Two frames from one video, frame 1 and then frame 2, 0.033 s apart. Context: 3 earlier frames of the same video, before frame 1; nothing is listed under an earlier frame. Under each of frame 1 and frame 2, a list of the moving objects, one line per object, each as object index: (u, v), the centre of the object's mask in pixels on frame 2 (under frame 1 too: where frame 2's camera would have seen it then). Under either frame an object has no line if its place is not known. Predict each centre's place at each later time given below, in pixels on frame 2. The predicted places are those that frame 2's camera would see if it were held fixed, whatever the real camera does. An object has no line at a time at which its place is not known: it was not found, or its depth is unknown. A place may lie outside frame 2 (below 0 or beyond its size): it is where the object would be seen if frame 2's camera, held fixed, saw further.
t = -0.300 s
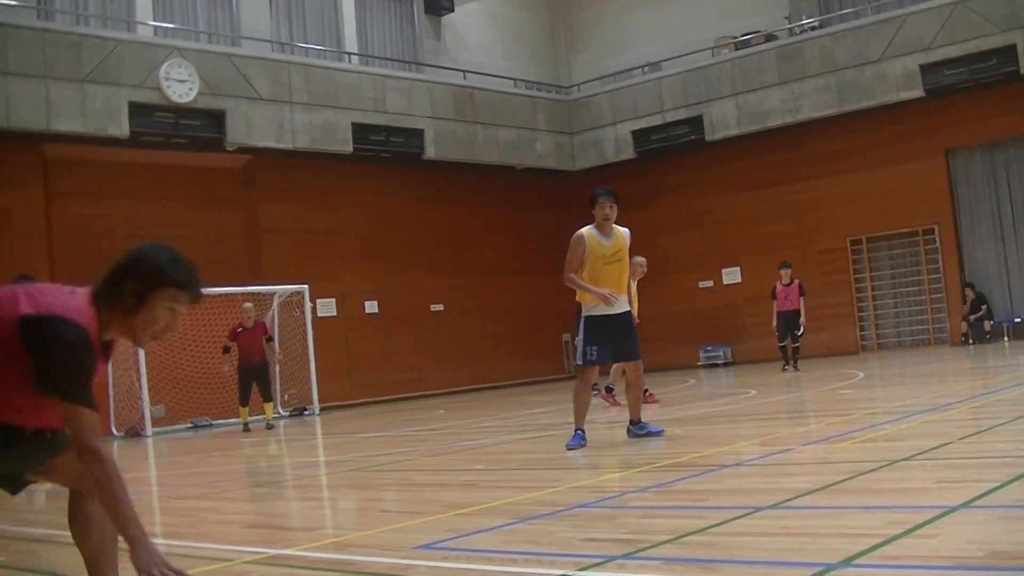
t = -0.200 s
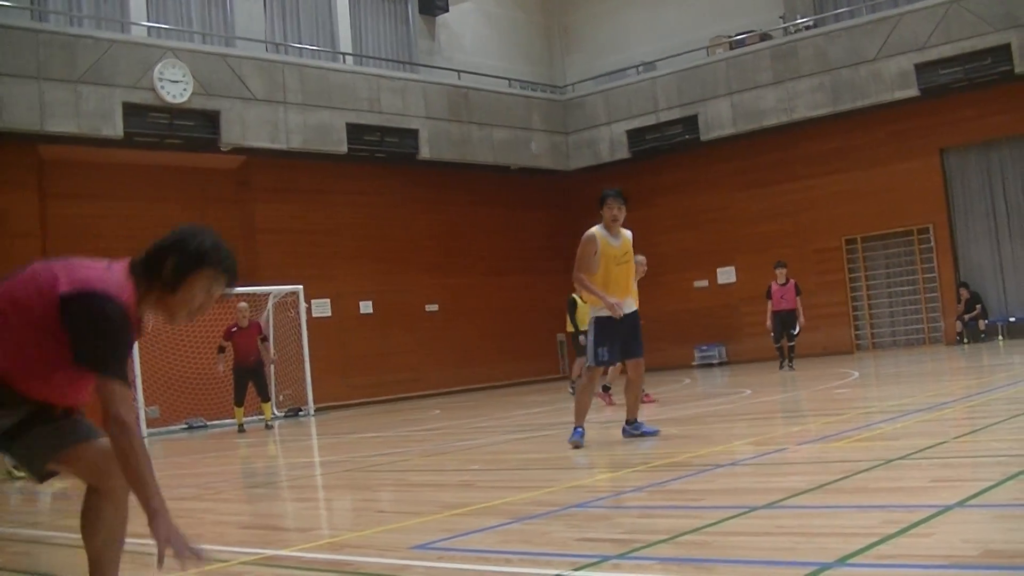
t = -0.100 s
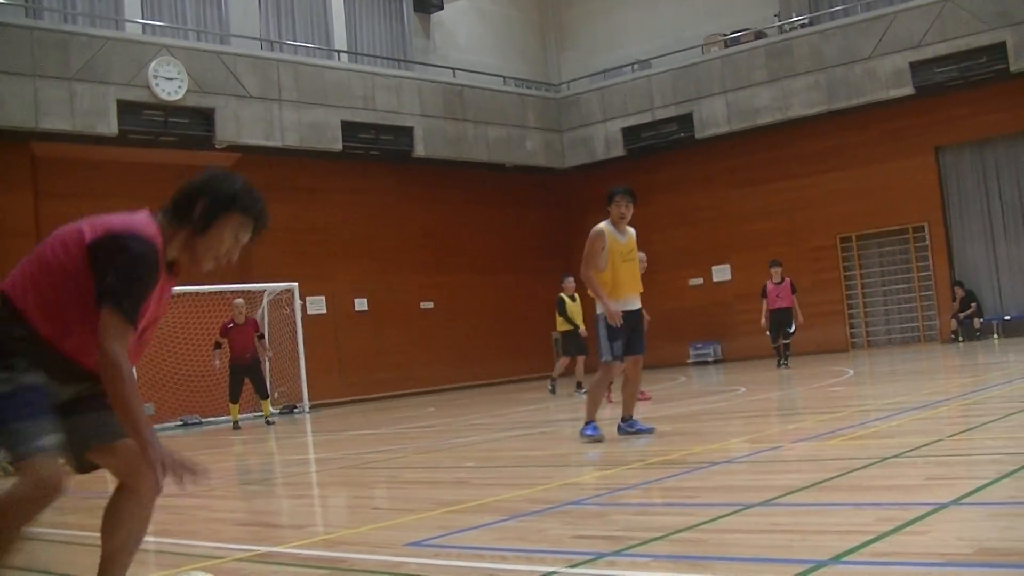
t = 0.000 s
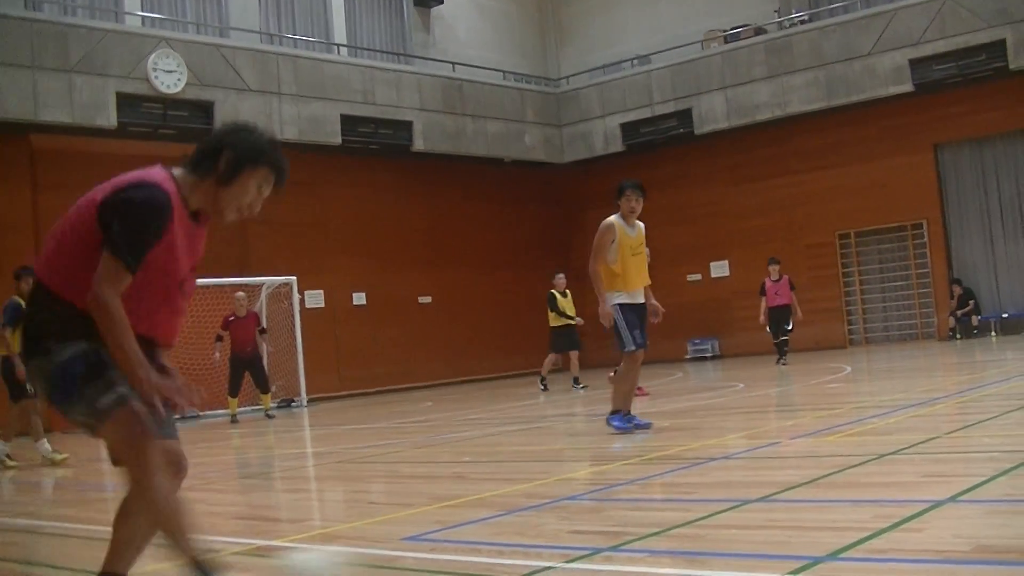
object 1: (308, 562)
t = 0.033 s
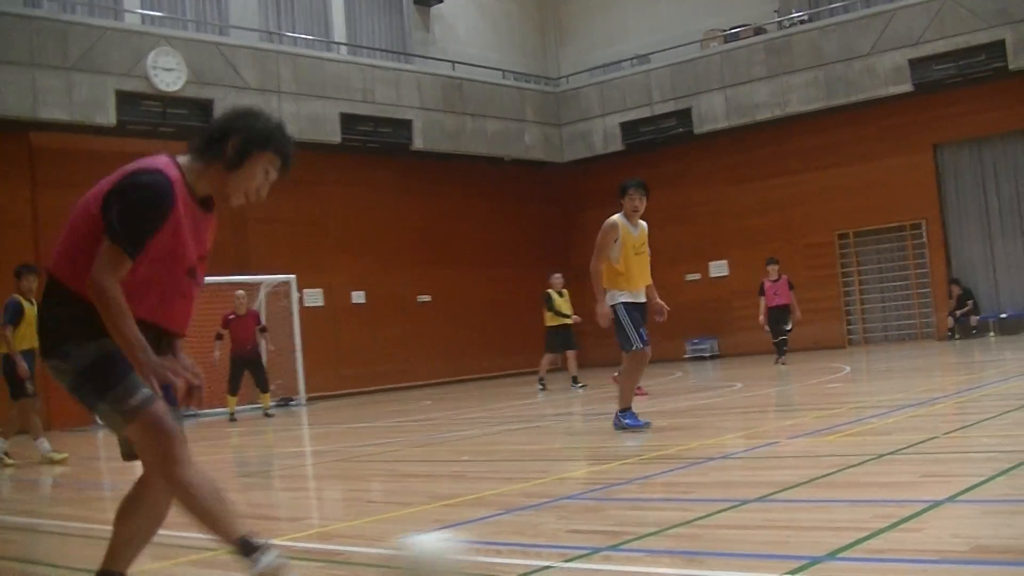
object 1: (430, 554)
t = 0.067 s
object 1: (548, 546)
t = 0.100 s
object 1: (659, 541)
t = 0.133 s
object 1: (756, 532)
